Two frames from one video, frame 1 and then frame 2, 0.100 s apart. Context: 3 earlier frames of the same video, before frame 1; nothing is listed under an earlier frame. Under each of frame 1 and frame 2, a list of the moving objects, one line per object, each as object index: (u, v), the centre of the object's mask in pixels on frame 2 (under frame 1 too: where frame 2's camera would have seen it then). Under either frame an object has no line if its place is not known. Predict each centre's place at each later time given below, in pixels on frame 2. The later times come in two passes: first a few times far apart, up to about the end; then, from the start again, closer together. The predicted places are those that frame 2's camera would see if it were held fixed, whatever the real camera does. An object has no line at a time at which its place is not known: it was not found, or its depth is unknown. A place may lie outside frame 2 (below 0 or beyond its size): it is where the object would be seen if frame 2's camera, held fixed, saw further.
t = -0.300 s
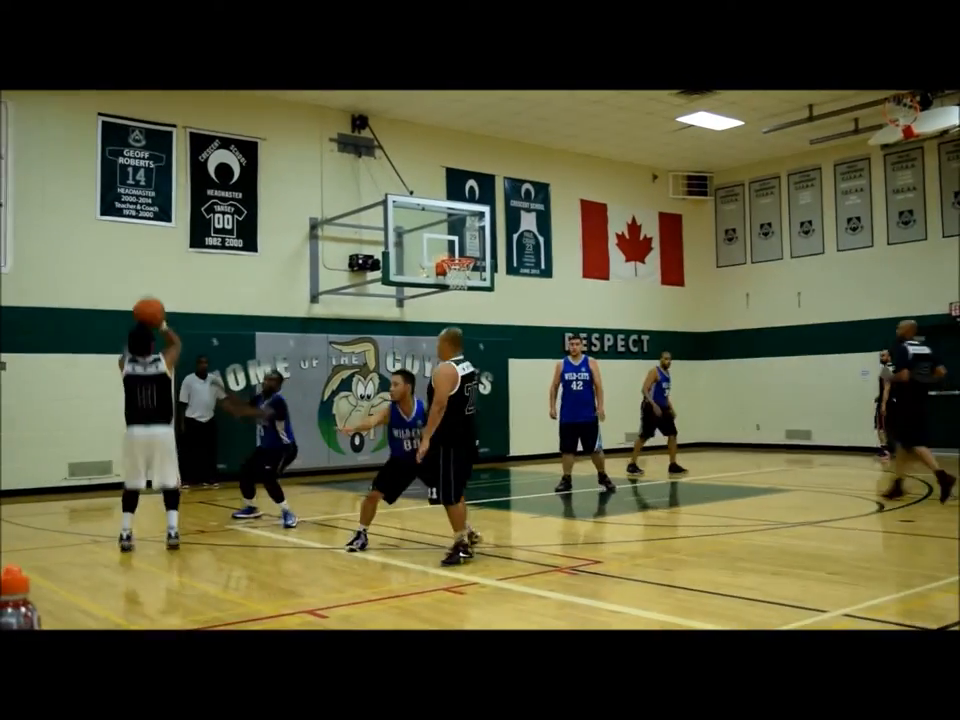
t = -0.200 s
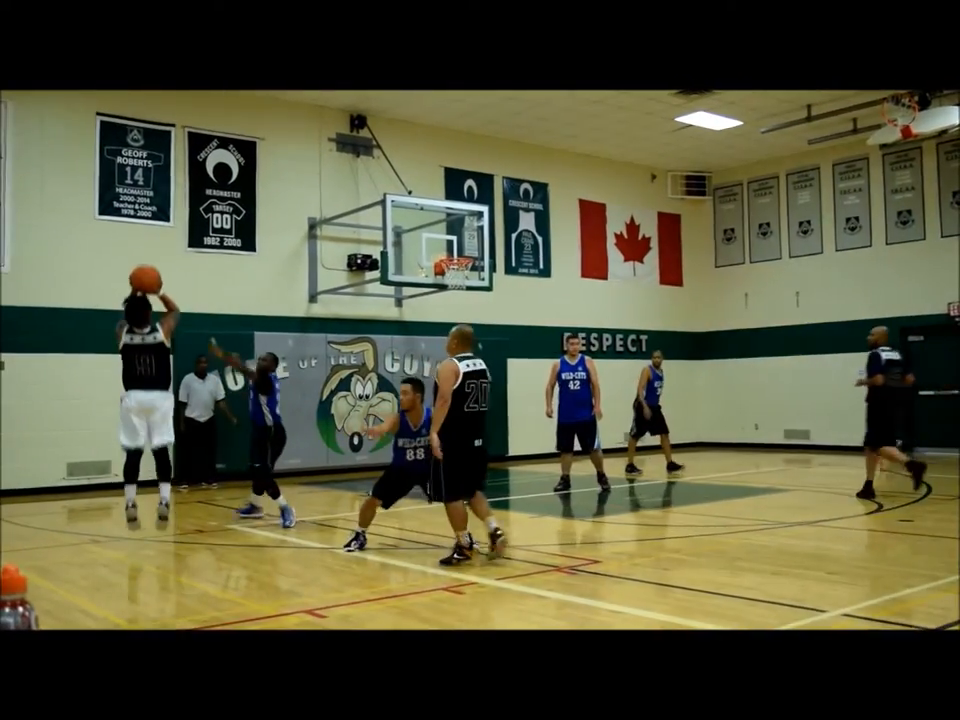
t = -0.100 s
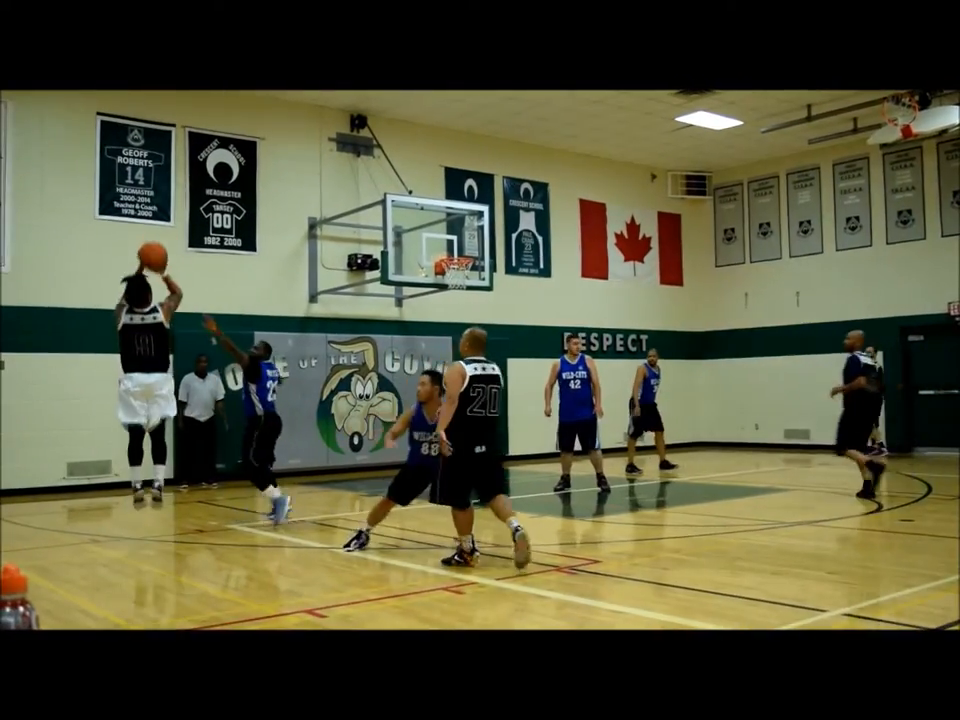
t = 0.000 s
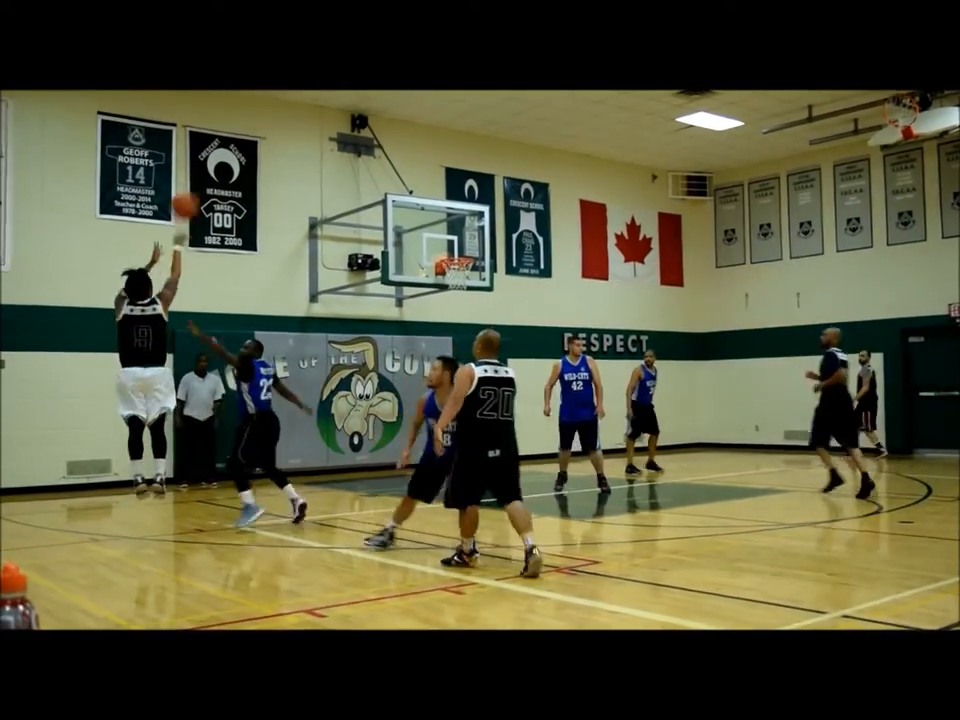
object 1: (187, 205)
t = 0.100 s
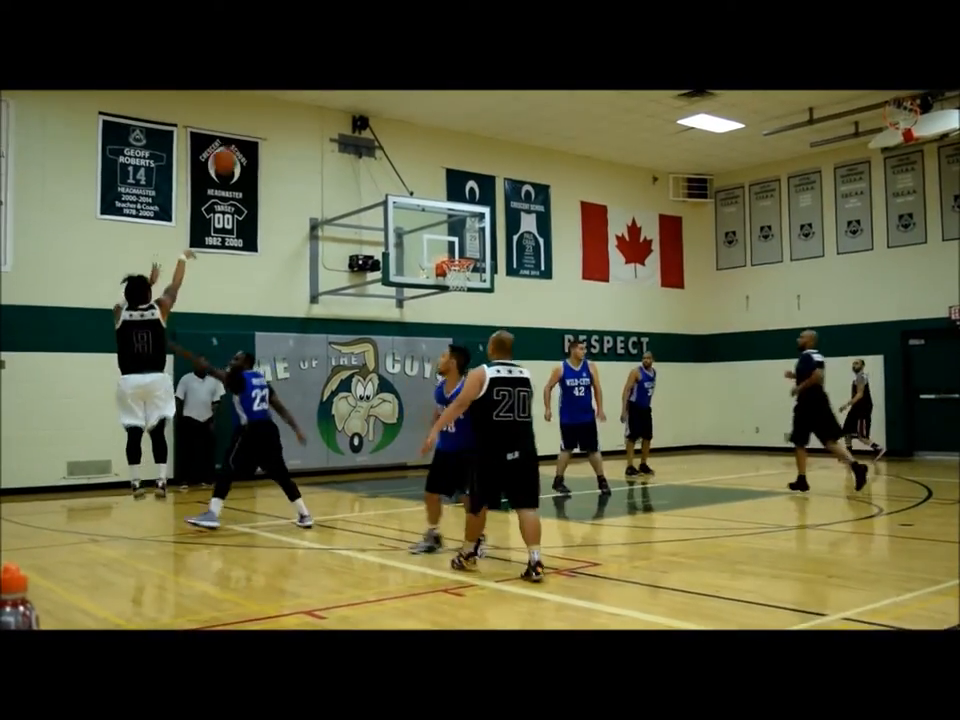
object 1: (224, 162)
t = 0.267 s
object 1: (280, 114)
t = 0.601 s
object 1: (366, 115)
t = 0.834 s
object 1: (413, 163)
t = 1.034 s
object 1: (447, 228)
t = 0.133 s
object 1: (237, 148)
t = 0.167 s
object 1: (247, 138)
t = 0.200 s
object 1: (258, 128)
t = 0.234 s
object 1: (270, 119)
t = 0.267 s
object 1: (280, 114)
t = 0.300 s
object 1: (291, 108)
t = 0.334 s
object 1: (300, 106)
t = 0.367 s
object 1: (309, 103)
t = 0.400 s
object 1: (319, 102)
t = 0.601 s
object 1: (366, 115)
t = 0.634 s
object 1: (373, 119)
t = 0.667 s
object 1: (380, 125)
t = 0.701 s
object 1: (388, 131)
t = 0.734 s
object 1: (395, 137)
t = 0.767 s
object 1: (401, 146)
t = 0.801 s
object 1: (408, 154)
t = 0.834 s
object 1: (413, 163)
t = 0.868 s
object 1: (420, 172)
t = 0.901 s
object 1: (425, 182)
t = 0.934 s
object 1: (431, 193)
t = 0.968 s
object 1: (437, 204)
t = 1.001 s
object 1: (441, 217)
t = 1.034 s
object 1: (447, 228)
